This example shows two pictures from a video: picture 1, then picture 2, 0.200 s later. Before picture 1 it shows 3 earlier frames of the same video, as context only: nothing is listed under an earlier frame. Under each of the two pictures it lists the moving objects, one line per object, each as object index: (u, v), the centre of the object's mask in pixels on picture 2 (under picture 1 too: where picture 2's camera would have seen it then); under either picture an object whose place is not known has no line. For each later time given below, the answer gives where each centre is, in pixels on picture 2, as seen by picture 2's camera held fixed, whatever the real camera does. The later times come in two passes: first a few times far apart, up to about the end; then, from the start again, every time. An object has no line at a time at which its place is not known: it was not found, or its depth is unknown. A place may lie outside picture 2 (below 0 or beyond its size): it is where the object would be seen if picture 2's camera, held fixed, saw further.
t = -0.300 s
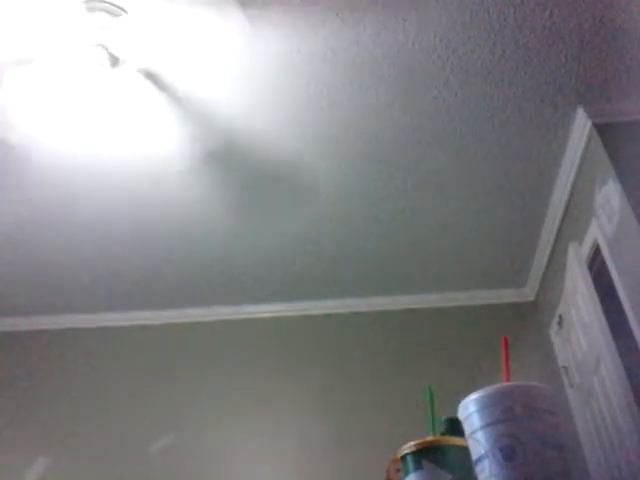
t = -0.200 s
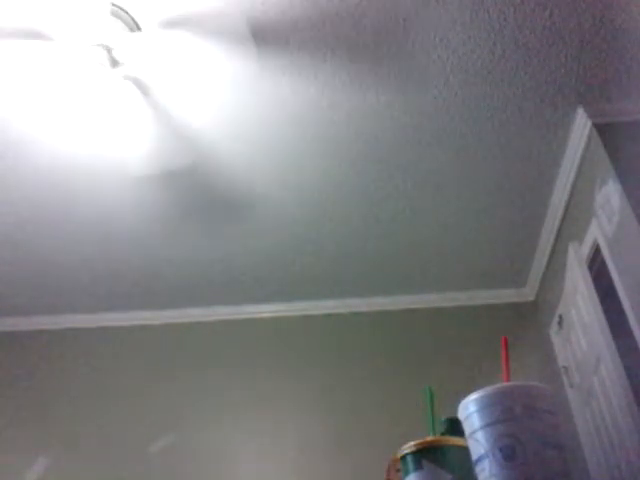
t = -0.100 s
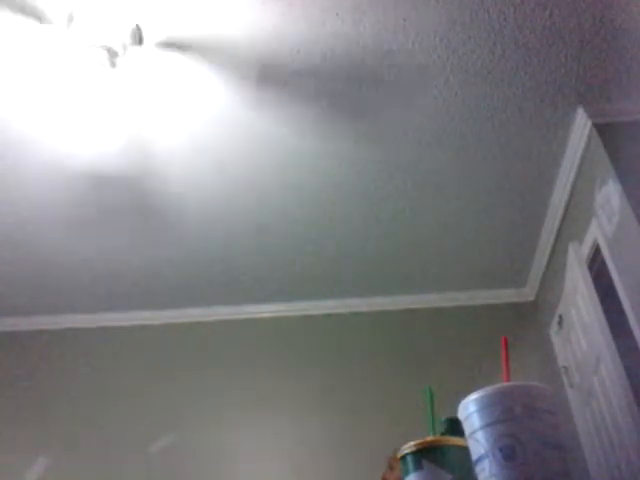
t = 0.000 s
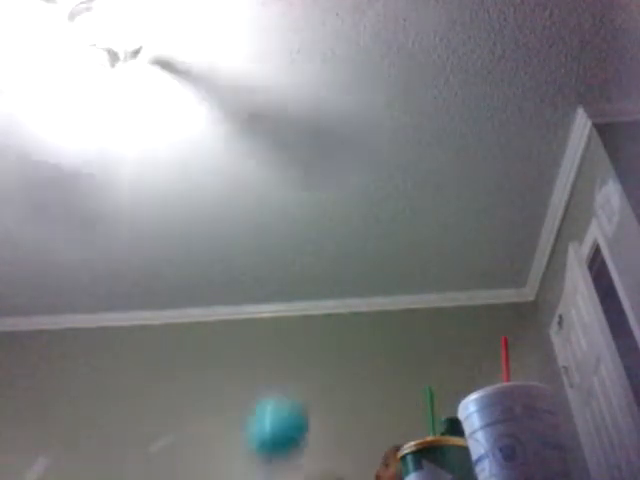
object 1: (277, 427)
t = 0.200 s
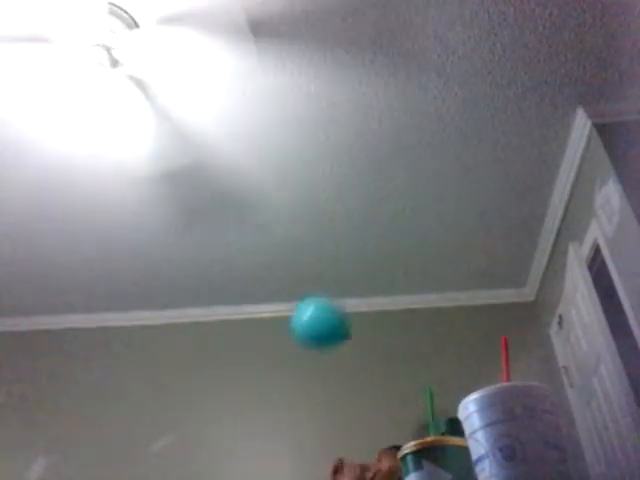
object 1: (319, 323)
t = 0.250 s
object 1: (327, 310)
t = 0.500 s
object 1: (342, 267)
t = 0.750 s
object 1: (341, 263)
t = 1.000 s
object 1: (348, 288)
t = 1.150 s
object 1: (355, 320)
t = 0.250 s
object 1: (327, 310)
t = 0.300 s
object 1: (334, 297)
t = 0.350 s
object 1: (338, 287)
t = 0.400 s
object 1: (339, 279)
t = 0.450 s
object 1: (341, 273)
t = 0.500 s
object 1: (342, 267)
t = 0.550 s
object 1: (341, 264)
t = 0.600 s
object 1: (342, 262)
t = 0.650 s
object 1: (341, 261)
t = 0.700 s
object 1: (341, 261)
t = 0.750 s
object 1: (341, 263)
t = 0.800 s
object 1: (341, 265)
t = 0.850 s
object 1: (341, 269)
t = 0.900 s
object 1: (343, 273)
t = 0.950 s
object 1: (345, 281)
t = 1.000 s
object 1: (348, 288)
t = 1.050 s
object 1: (350, 297)
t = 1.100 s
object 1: (353, 308)
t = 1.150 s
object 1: (355, 320)
